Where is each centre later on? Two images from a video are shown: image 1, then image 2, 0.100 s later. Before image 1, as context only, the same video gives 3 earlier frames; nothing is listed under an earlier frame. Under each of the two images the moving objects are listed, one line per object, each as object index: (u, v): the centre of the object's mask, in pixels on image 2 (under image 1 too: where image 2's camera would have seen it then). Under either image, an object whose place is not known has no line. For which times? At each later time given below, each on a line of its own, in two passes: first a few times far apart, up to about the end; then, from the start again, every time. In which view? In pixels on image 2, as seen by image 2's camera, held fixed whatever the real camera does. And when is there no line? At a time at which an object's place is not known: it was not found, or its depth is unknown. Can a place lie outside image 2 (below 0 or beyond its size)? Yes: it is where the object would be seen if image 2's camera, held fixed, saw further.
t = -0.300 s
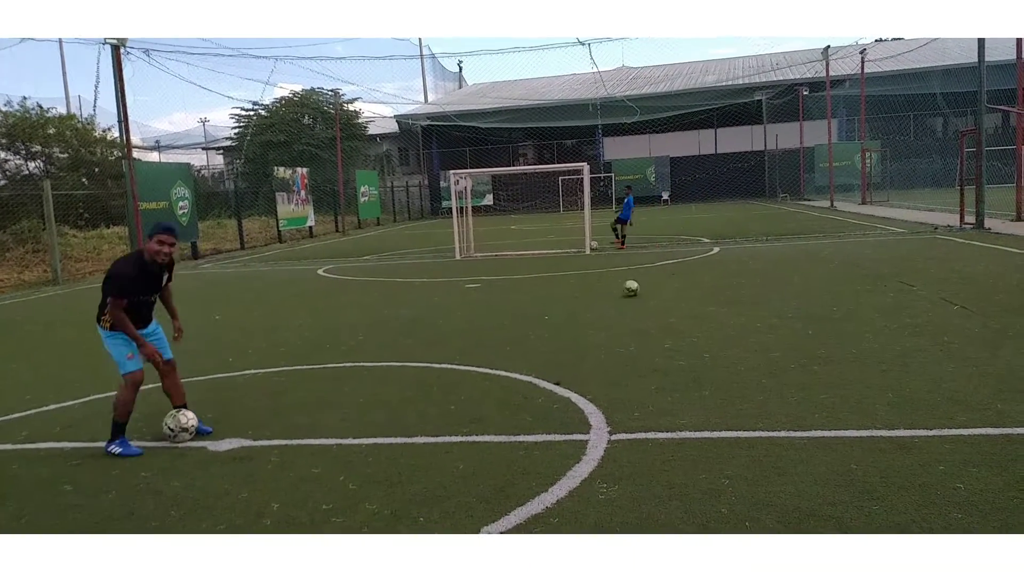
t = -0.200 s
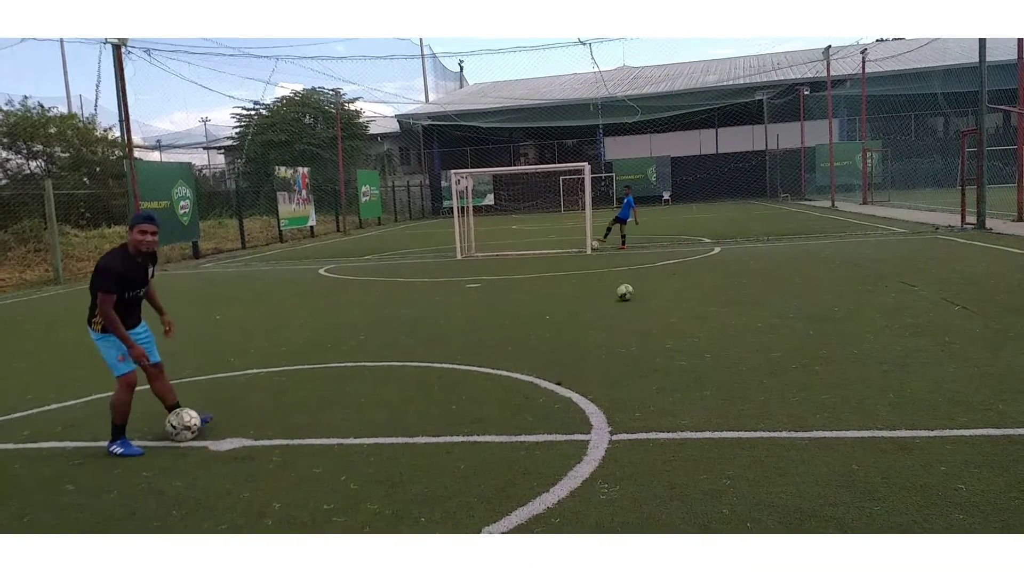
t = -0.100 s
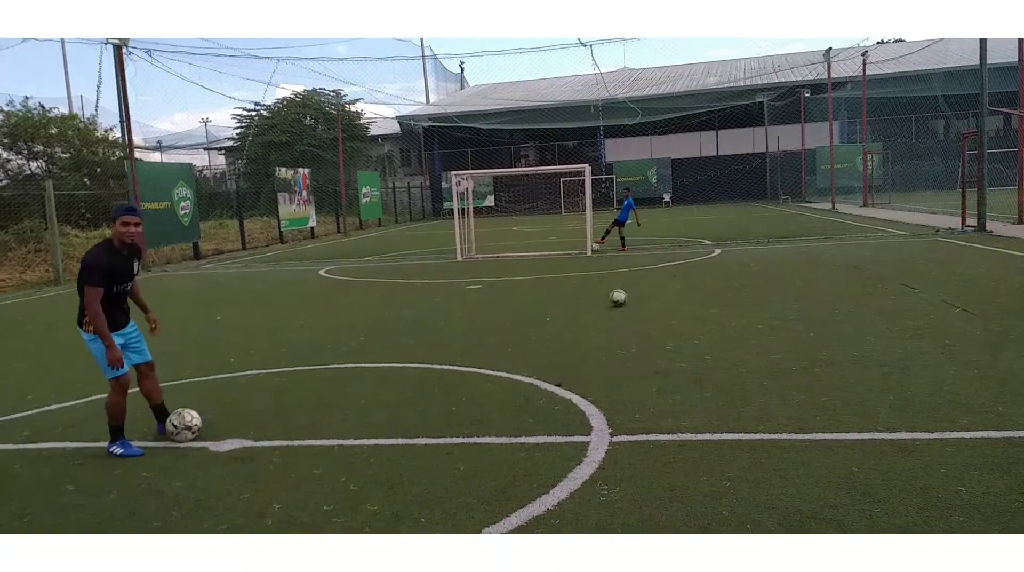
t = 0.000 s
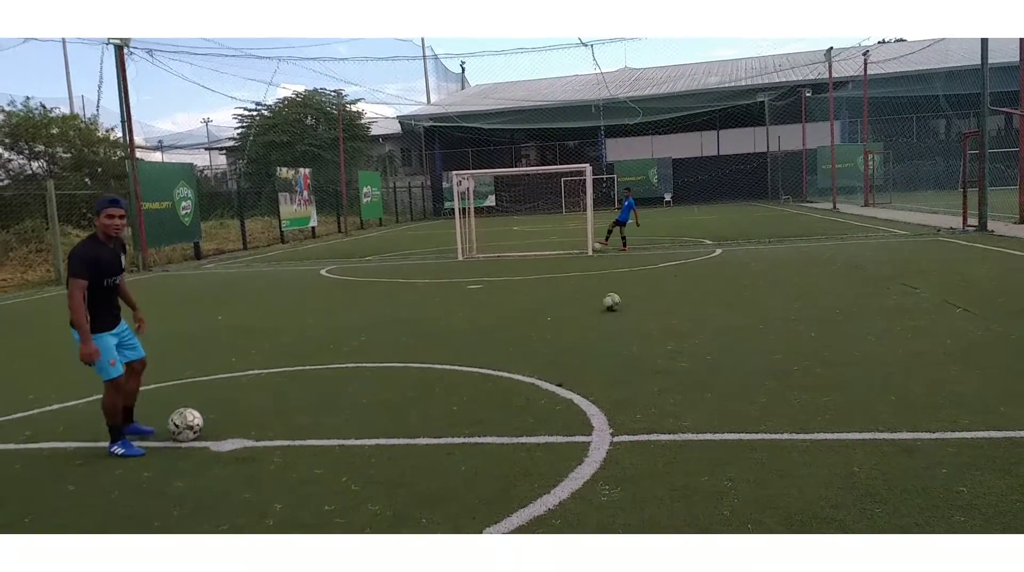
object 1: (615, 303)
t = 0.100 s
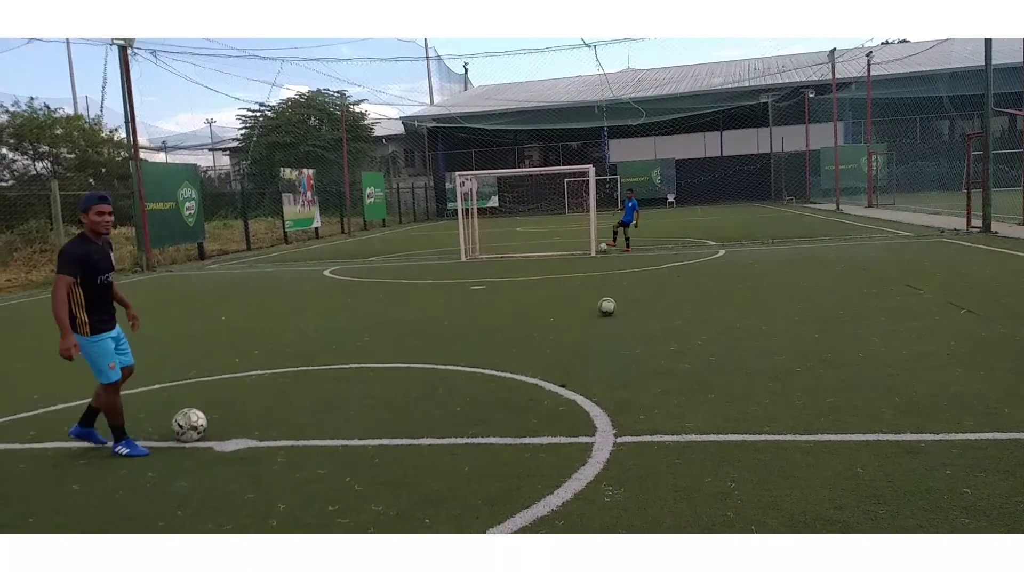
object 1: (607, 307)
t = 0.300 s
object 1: (589, 315)
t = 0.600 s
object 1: (560, 331)
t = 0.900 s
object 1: (525, 351)
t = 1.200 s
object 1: (485, 369)
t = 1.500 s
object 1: (440, 394)
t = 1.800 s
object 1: (386, 425)
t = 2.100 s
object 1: (321, 460)
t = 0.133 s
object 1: (604, 308)
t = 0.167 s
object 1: (601, 310)
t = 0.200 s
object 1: (598, 311)
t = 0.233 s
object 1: (595, 312)
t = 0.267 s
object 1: (592, 314)
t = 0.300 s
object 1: (589, 315)
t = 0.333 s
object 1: (587, 317)
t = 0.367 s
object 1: (583, 319)
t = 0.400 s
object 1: (580, 321)
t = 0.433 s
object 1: (577, 322)
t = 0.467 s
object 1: (574, 324)
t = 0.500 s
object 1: (570, 325)
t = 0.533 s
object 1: (567, 328)
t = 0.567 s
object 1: (563, 329)
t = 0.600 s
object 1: (560, 331)
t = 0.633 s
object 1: (556, 333)
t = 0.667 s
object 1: (553, 336)
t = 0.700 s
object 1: (549, 337)
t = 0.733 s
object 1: (545, 340)
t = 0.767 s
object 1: (542, 342)
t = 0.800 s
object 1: (537, 344)
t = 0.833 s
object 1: (533, 346)
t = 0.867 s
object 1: (529, 349)
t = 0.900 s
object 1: (525, 351)
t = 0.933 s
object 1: (521, 352)
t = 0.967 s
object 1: (517, 355)
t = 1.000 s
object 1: (512, 356)
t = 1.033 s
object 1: (507, 360)
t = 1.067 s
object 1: (503, 361)
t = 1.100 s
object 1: (499, 361)
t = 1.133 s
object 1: (494, 362)
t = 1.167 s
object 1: (490, 364)
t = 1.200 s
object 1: (485, 369)
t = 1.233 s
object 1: (481, 373)
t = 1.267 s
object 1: (476, 375)
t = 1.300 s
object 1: (471, 376)
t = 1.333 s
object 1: (466, 378)
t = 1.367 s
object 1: (460, 383)
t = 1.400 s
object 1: (456, 387)
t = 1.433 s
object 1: (450, 388)
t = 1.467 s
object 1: (446, 391)
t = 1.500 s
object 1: (440, 394)
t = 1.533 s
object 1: (434, 399)
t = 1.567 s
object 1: (429, 401)
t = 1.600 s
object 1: (423, 403)
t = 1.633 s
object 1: (417, 409)
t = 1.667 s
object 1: (411, 411)
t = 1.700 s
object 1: (405, 414)
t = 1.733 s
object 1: (399, 419)
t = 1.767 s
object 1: (393, 421)
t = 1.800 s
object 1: (386, 425)
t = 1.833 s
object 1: (380, 427)
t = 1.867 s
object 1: (372, 432)
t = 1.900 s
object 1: (365, 436)
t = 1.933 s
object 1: (359, 439)
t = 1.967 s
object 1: (352, 443)
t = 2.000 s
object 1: (344, 447)
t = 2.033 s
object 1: (337, 452)
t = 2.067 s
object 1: (329, 456)
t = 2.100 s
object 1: (321, 460)
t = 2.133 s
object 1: (313, 465)
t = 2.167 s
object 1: (303, 468)
